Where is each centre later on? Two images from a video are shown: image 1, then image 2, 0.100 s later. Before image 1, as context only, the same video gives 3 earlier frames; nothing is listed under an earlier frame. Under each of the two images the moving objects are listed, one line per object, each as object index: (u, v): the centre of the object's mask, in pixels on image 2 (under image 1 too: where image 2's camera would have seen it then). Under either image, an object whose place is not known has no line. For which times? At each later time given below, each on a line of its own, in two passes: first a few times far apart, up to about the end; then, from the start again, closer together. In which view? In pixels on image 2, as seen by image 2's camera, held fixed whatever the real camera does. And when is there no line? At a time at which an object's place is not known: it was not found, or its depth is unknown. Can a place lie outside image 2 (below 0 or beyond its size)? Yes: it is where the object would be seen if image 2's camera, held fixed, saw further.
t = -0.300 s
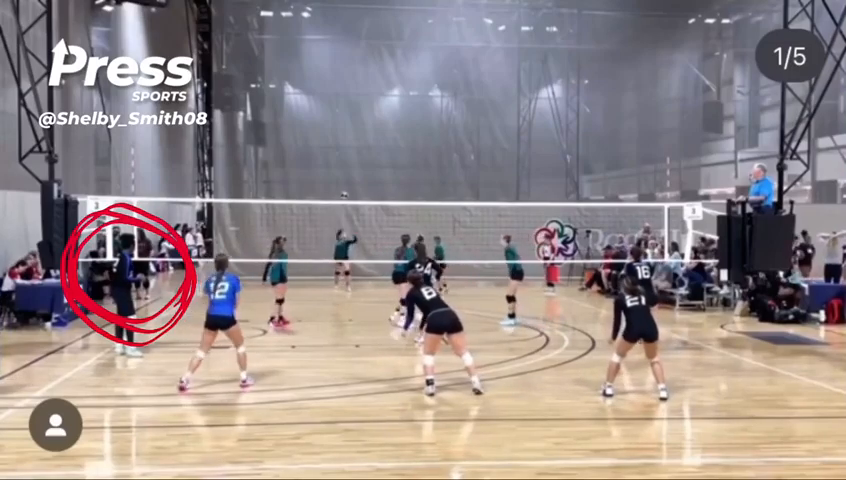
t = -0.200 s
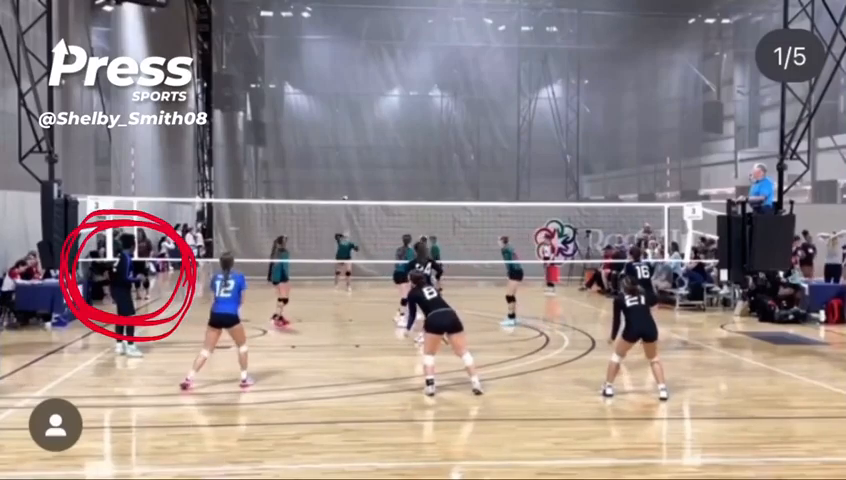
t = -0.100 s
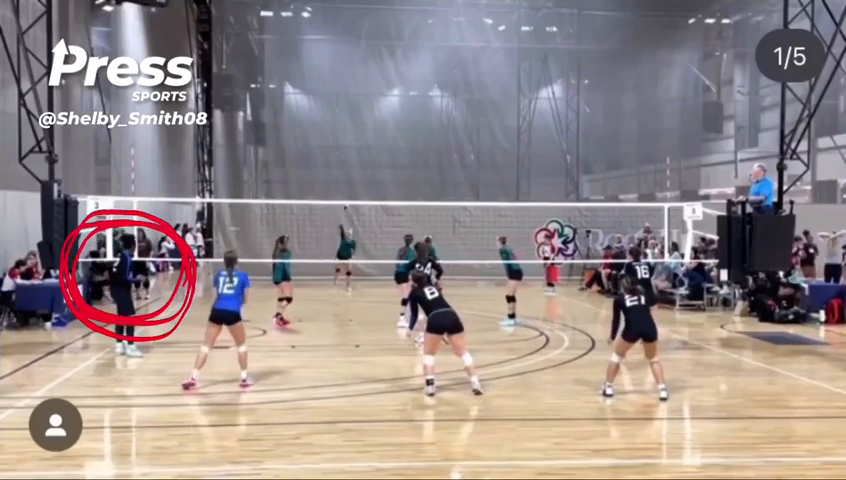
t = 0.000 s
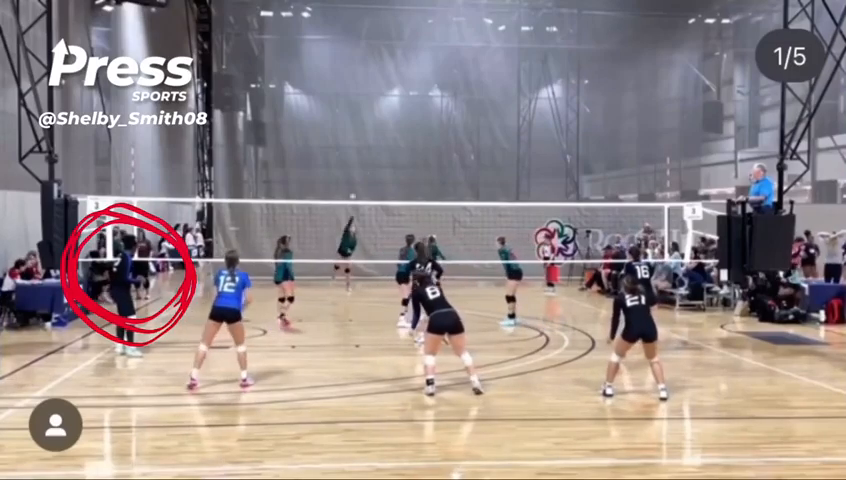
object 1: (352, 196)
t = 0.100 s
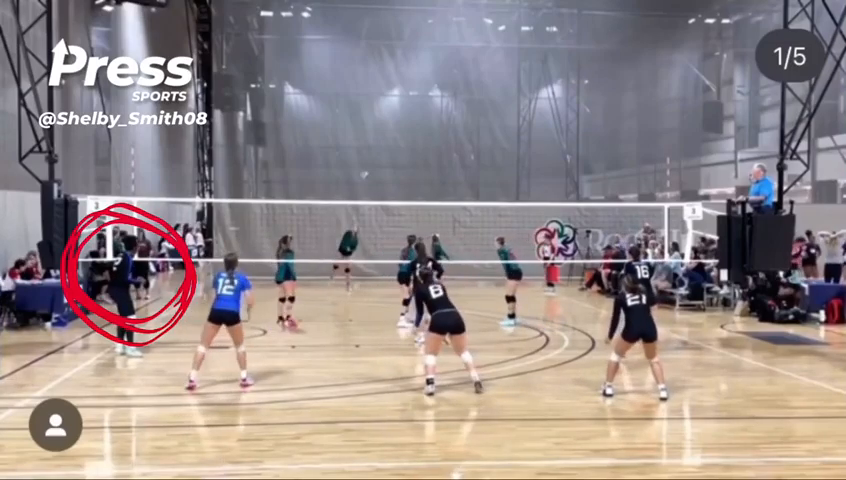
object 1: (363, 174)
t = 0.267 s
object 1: (386, 143)
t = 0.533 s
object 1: (434, 113)
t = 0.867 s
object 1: (516, 126)
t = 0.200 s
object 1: (377, 156)
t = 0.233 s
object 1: (382, 149)
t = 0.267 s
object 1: (386, 143)
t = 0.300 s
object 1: (391, 138)
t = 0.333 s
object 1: (395, 133)
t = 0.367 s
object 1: (402, 128)
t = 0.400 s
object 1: (409, 124)
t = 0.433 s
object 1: (415, 120)
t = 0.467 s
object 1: (421, 117)
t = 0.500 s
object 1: (428, 114)
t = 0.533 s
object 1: (434, 113)
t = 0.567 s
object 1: (442, 111)
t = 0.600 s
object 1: (448, 110)
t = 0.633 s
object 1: (455, 108)
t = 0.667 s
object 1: (463, 108)
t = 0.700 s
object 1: (471, 109)
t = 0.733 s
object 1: (479, 110)
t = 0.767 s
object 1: (488, 113)
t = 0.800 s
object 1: (496, 116)
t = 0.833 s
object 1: (506, 121)
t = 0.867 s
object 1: (516, 126)
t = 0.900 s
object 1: (527, 131)
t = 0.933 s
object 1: (537, 138)
